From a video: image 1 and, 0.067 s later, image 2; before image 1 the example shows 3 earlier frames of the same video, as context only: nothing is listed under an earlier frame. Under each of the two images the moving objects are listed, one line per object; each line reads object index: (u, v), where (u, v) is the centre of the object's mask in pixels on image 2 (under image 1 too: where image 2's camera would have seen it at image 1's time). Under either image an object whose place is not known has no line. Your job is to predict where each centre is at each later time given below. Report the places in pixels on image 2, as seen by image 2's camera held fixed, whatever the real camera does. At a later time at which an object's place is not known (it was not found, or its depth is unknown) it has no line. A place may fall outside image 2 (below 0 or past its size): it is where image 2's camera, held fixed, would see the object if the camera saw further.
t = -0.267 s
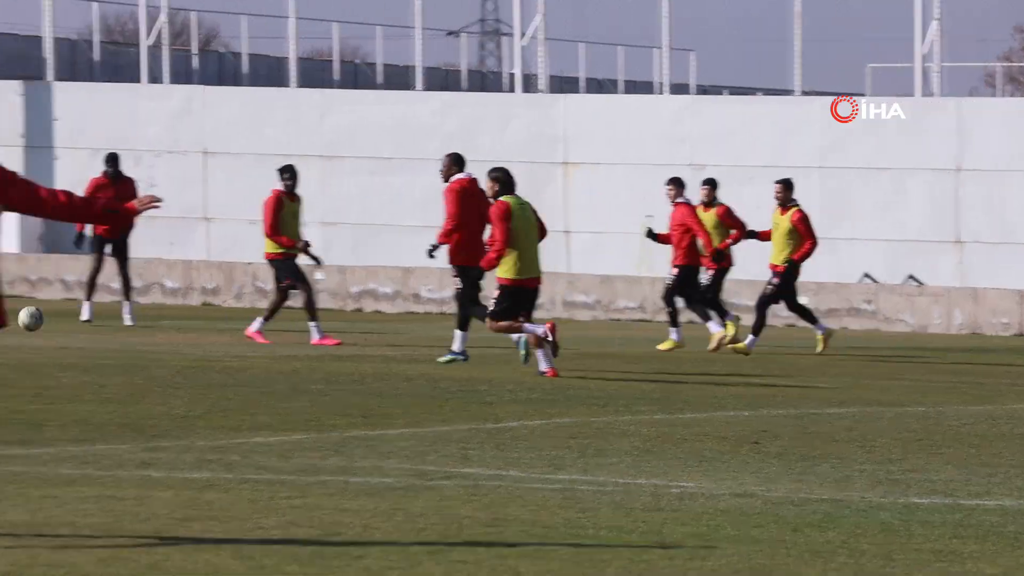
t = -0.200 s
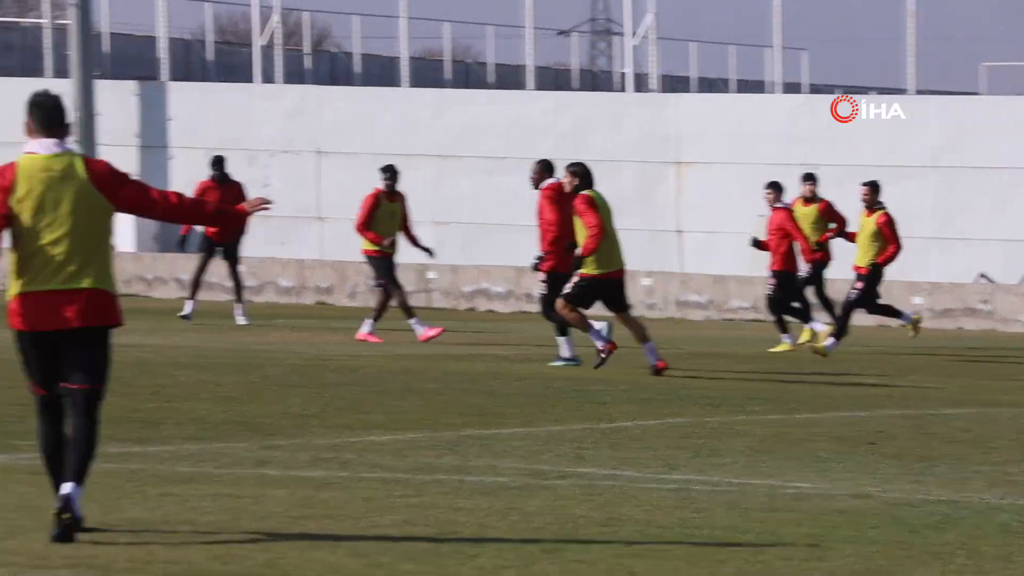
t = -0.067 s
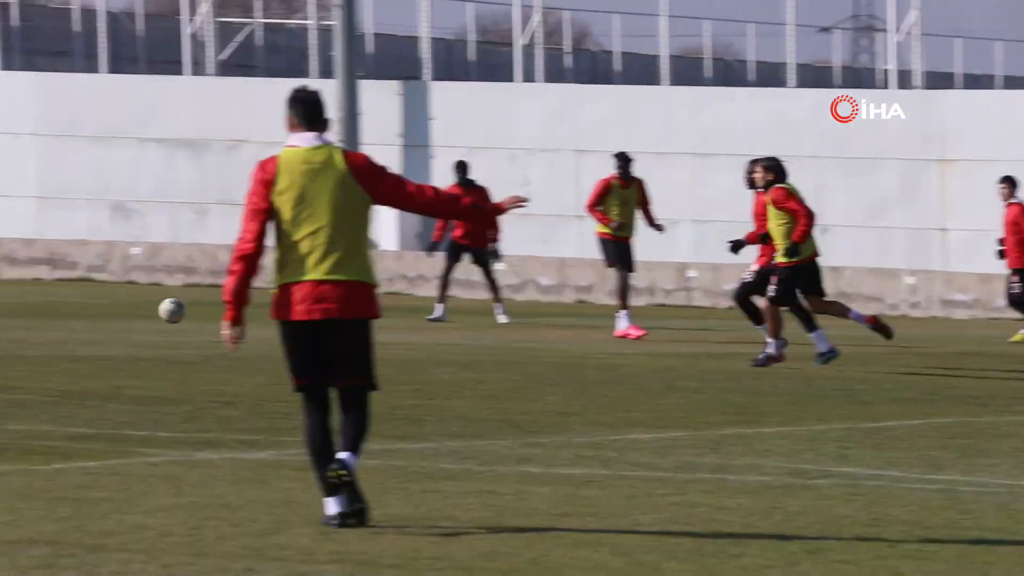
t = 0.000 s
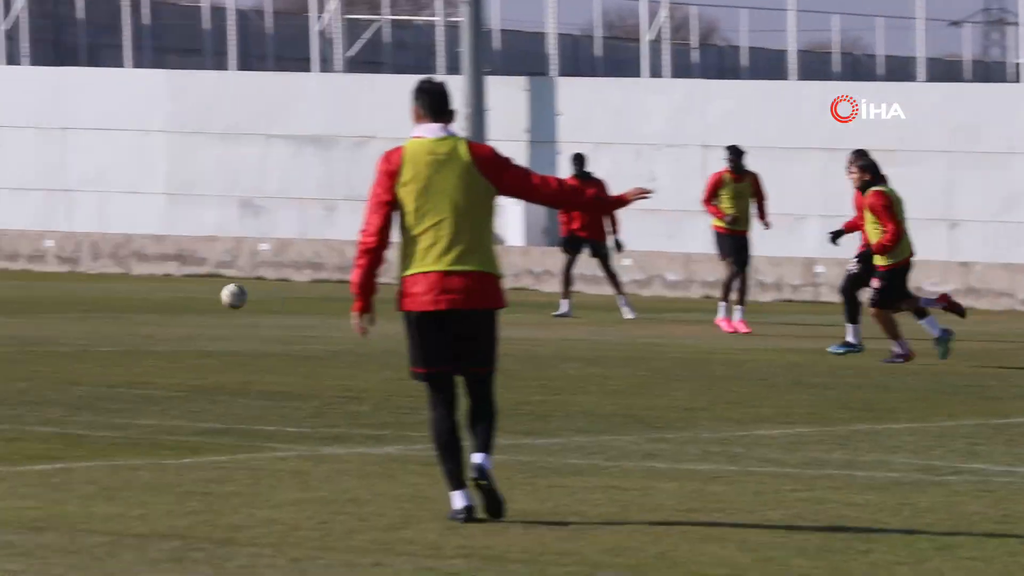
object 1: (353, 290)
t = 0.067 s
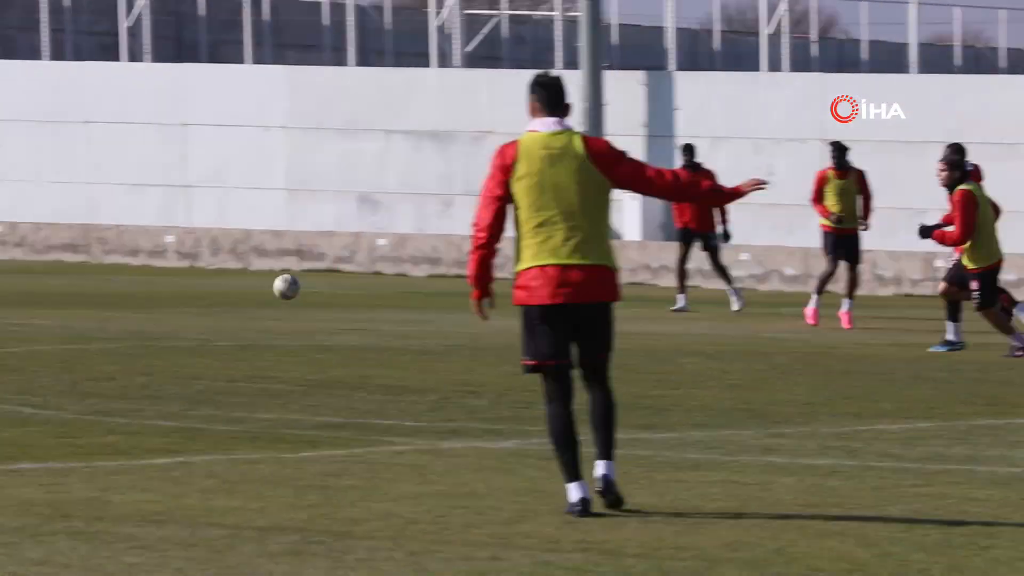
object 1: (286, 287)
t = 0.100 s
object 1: (253, 288)
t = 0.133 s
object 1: (220, 290)
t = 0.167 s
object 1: (185, 293)
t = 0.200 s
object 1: (152, 298)
